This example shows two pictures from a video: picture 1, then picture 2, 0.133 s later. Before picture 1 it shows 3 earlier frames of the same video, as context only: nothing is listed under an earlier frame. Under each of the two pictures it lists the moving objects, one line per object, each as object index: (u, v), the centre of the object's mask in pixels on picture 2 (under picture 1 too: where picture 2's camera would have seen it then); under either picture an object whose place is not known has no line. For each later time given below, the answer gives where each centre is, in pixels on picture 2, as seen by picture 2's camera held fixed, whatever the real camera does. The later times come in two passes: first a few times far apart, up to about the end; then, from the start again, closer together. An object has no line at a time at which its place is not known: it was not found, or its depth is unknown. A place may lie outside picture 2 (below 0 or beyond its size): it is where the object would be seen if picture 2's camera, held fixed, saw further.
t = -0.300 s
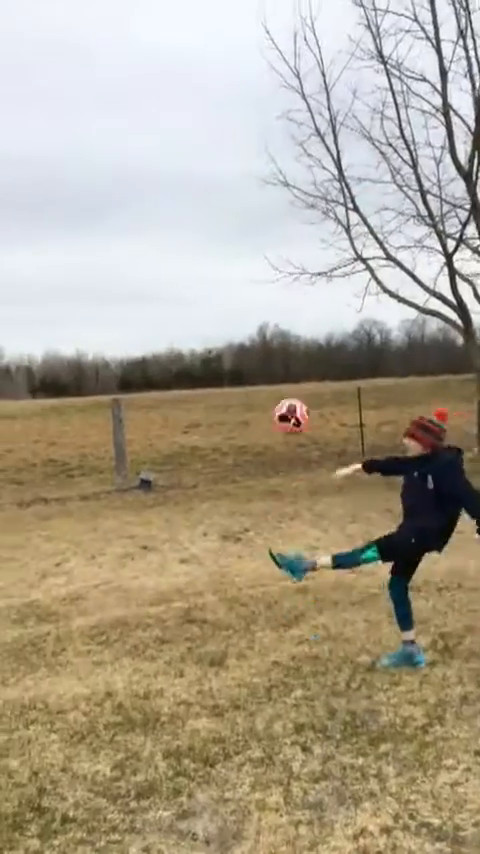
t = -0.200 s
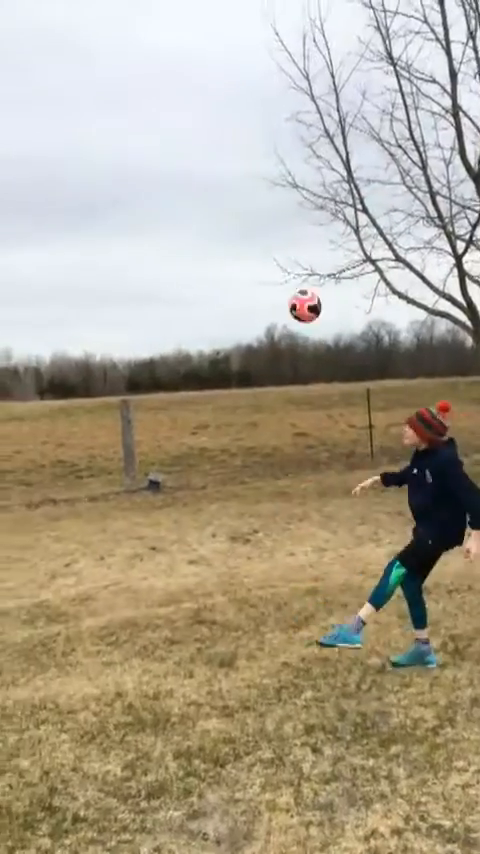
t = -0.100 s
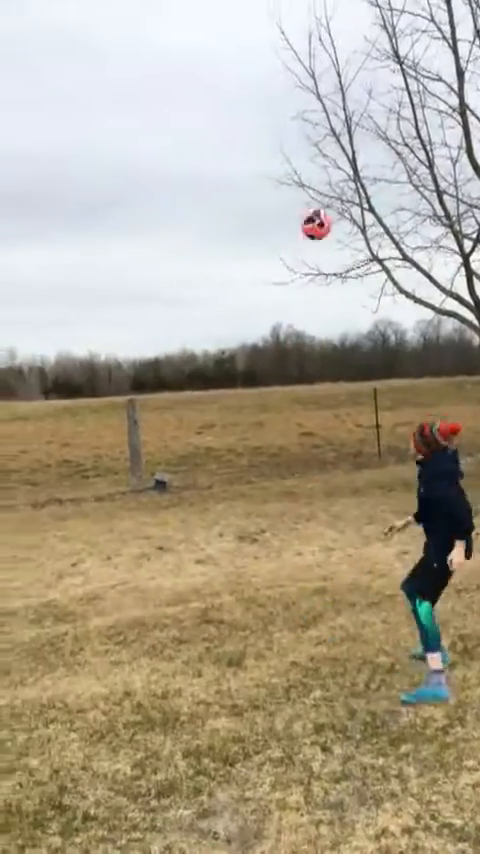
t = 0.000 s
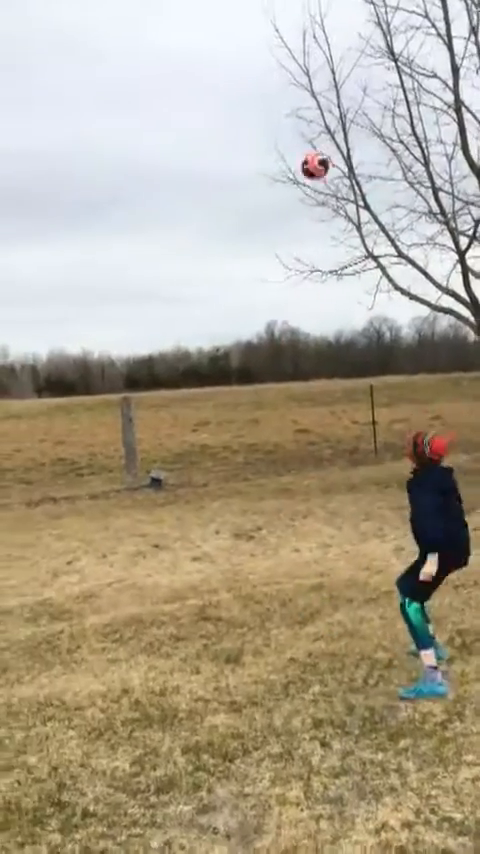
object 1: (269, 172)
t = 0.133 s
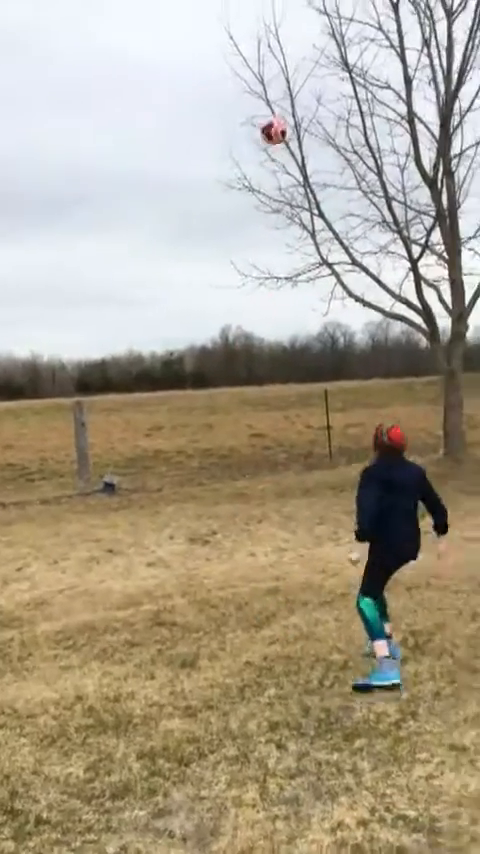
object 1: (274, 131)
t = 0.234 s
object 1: (279, 120)
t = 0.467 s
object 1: (283, 138)
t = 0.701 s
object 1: (286, 198)
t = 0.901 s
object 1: (287, 276)
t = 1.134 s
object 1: (285, 386)
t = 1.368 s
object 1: (287, 450)
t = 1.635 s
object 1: (290, 392)
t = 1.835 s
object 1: (292, 377)
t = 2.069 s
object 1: (296, 388)
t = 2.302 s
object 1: (299, 426)
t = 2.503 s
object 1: (300, 439)
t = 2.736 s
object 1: (299, 417)
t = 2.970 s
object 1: (299, 421)
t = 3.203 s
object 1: (298, 438)
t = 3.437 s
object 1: (291, 435)
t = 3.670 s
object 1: (282, 437)
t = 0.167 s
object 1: (275, 126)
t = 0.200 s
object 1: (277, 121)
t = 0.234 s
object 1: (279, 120)
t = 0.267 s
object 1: (280, 120)
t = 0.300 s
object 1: (279, 121)
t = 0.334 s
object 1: (279, 121)
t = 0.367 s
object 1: (281, 122)
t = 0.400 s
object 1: (283, 127)
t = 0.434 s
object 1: (283, 132)
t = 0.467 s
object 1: (283, 138)
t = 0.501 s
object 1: (283, 144)
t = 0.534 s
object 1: (282, 151)
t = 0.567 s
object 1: (286, 161)
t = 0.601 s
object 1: (285, 169)
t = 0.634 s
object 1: (285, 178)
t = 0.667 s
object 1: (286, 189)
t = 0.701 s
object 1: (286, 198)
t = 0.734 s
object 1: (285, 212)
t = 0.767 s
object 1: (286, 223)
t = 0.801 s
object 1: (286, 234)
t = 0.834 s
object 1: (286, 250)
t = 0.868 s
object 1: (287, 263)
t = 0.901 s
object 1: (287, 276)
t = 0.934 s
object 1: (286, 290)
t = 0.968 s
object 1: (286, 306)
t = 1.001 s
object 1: (286, 321)
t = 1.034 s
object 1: (288, 339)
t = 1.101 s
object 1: (284, 371)
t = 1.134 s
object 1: (285, 386)
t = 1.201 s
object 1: (287, 420)
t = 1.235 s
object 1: (285, 437)
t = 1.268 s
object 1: (285, 454)
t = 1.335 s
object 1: (287, 463)
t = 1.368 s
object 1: (287, 450)
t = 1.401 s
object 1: (288, 440)
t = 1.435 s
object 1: (289, 431)
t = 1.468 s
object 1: (288, 422)
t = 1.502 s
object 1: (290, 415)
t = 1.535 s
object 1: (292, 406)
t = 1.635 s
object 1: (290, 392)
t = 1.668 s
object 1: (290, 388)
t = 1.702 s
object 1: (291, 385)
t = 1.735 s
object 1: (291, 381)
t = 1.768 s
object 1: (291, 379)
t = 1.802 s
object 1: (292, 377)
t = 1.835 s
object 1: (292, 377)
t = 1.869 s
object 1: (293, 377)
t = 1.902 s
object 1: (293, 377)
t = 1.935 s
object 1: (294, 378)
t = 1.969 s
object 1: (295, 380)
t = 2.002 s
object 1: (295, 381)
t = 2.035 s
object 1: (295, 385)
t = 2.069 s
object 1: (296, 388)
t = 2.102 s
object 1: (295, 392)
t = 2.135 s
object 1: (297, 396)
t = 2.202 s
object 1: (297, 409)
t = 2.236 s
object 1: (298, 413)
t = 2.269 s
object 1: (299, 422)
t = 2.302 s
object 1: (299, 426)
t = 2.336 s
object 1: (298, 436)
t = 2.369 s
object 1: (300, 443)
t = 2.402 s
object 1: (301, 453)
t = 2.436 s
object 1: (301, 449)
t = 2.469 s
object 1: (301, 443)
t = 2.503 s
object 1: (300, 439)
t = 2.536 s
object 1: (299, 435)
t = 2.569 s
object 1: (300, 429)
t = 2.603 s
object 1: (302, 424)
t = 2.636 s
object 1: (301, 422)
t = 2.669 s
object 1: (300, 419)
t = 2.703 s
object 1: (300, 417)
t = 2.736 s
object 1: (299, 417)
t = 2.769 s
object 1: (299, 417)
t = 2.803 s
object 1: (298, 416)
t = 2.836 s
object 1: (298, 416)
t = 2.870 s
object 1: (299, 417)
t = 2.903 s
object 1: (299, 418)
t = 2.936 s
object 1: (298, 419)
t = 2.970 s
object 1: (299, 421)
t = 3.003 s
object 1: (299, 423)
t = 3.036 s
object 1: (299, 429)
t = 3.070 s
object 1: (299, 432)
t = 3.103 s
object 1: (299, 437)
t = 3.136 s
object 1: (298, 440)
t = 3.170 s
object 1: (298, 439)
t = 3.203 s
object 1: (298, 438)
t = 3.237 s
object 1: (297, 436)
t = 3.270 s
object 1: (295, 435)
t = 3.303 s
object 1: (294, 434)
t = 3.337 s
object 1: (293, 433)
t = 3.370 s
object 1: (287, 435)
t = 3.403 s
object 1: (291, 435)
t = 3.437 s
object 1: (291, 435)
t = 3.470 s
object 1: (291, 437)
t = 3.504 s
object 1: (289, 436)
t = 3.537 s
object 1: (287, 436)
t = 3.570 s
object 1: (287, 436)
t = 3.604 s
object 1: (285, 435)
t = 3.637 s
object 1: (283, 435)
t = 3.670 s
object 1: (282, 437)
